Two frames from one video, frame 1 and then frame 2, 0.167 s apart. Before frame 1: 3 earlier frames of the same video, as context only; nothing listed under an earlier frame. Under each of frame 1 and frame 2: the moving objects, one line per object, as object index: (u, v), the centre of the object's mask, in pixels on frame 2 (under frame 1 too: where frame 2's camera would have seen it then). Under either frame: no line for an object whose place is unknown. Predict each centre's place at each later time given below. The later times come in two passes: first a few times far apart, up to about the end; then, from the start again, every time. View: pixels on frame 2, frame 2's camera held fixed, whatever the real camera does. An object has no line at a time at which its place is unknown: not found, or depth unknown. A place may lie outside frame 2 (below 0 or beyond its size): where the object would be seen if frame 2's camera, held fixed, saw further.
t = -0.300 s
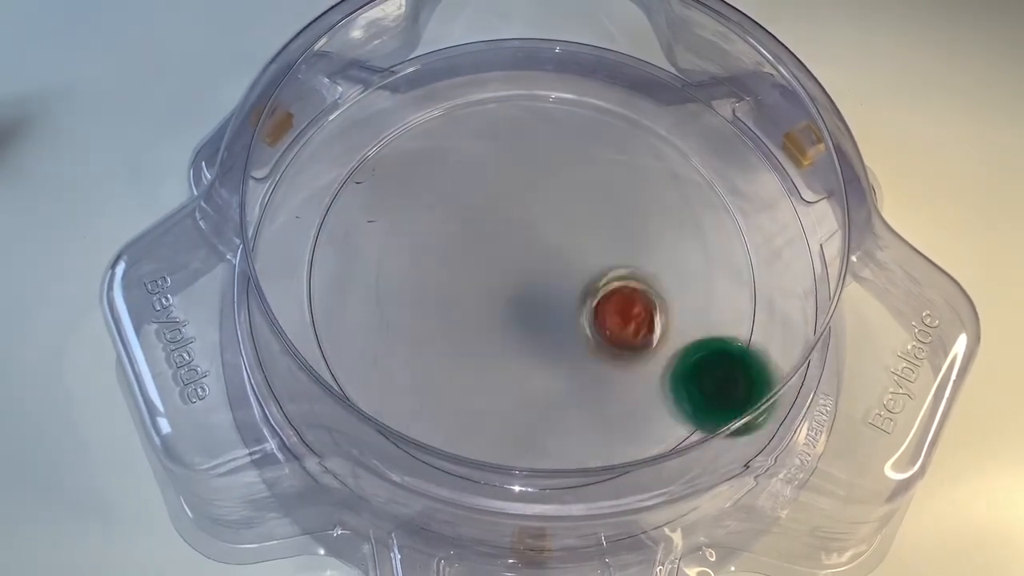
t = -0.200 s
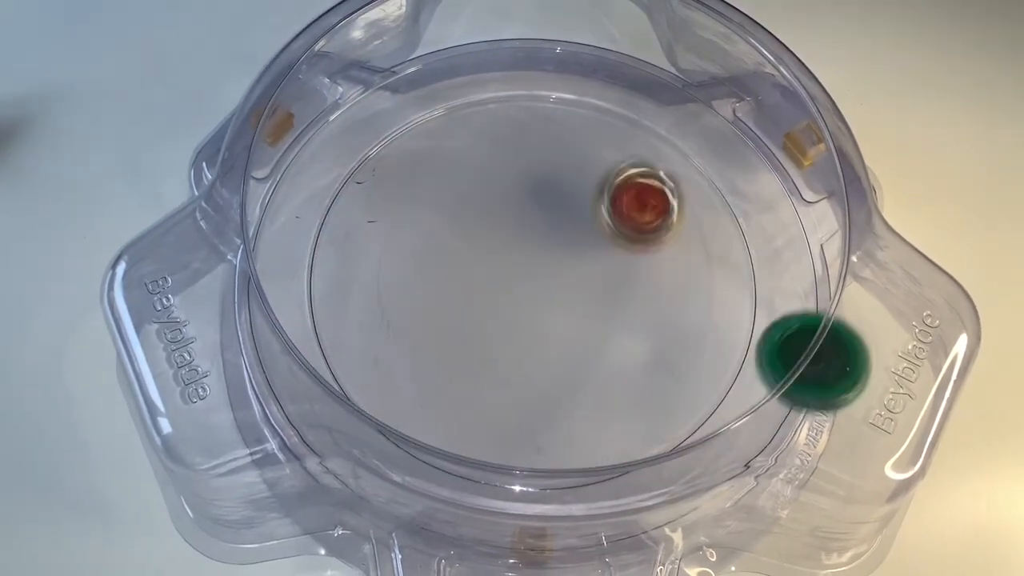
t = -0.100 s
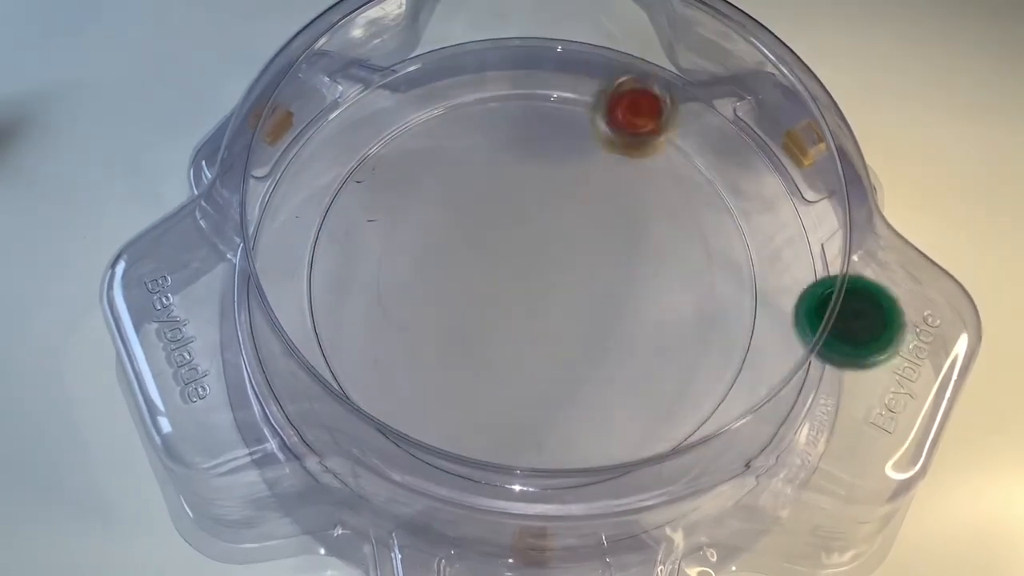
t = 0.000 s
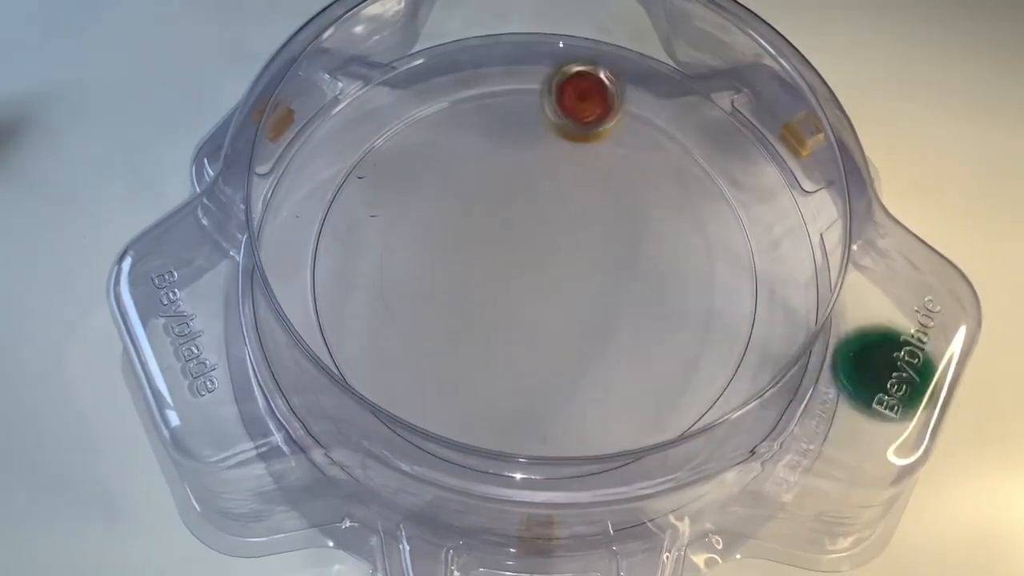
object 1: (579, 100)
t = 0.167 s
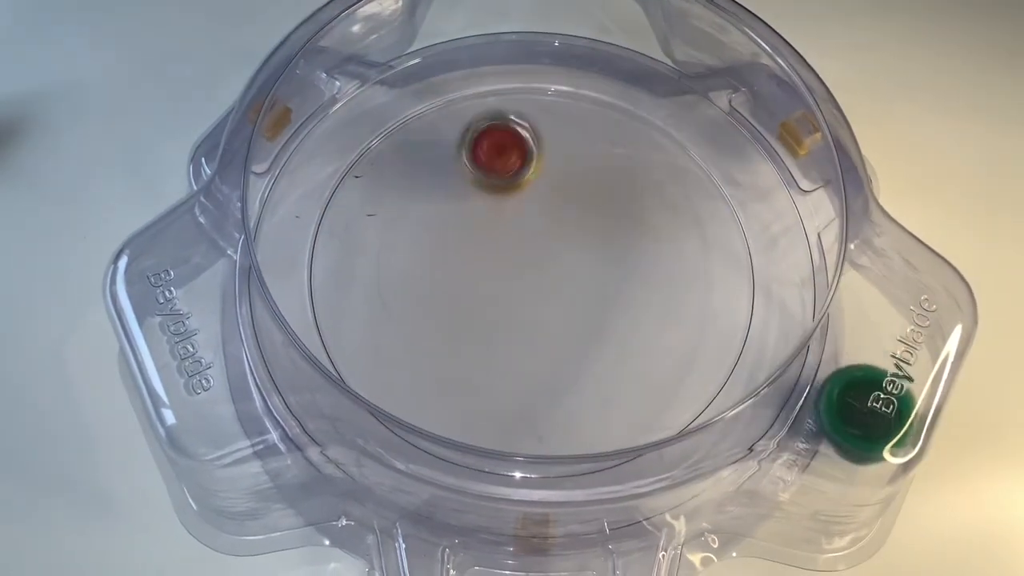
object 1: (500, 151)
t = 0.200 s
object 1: (492, 170)
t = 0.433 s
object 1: (522, 306)
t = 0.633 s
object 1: (616, 349)
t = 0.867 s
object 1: (662, 279)
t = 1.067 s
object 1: (600, 233)
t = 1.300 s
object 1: (492, 261)
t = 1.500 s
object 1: (461, 304)
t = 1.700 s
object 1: (480, 346)
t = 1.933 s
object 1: (522, 298)
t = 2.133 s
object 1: (488, 222)
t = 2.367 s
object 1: (436, 215)
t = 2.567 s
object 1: (496, 252)
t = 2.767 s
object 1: (567, 216)
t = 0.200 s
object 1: (492, 170)
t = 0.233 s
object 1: (488, 190)
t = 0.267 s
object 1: (487, 210)
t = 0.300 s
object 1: (489, 231)
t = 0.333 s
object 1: (493, 250)
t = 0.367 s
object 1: (500, 270)
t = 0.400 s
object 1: (510, 289)
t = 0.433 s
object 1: (522, 306)
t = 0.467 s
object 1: (537, 321)
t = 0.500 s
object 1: (551, 334)
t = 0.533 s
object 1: (568, 343)
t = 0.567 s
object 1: (583, 349)
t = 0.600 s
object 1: (601, 351)
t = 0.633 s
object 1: (616, 349)
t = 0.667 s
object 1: (631, 346)
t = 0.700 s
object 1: (643, 338)
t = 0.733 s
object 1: (652, 329)
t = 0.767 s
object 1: (659, 318)
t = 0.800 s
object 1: (663, 306)
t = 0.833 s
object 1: (664, 292)
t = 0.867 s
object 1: (662, 279)
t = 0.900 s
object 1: (657, 265)
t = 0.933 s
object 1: (651, 253)
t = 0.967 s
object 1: (642, 245)
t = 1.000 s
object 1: (629, 239)
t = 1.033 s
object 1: (613, 235)
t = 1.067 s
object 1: (600, 233)
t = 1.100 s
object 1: (582, 234)
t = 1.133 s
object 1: (565, 235)
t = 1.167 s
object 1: (549, 239)
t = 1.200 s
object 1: (533, 243)
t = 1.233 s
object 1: (517, 248)
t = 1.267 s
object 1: (504, 255)
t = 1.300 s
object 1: (492, 261)
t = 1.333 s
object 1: (481, 268)
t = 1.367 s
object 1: (473, 275)
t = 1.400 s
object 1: (466, 282)
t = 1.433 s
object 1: (463, 289)
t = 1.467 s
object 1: (461, 297)
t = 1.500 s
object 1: (461, 304)
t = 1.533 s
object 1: (461, 312)
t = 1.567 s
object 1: (463, 320)
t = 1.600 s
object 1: (465, 328)
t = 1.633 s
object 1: (468, 335)
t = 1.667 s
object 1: (473, 342)
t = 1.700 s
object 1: (480, 346)
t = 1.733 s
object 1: (488, 348)
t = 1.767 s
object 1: (496, 346)
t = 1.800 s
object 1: (505, 342)
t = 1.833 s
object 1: (512, 334)
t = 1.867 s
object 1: (517, 324)
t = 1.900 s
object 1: (521, 311)
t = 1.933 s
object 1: (522, 298)
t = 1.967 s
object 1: (521, 284)
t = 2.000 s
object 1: (518, 271)
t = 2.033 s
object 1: (512, 257)
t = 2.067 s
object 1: (505, 244)
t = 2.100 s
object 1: (496, 232)
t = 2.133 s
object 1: (488, 222)
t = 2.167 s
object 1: (479, 213)
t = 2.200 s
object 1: (469, 208)
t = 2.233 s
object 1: (460, 204)
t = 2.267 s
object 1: (452, 203)
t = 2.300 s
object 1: (444, 204)
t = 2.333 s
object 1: (438, 208)
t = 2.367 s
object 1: (436, 215)
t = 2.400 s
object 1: (438, 223)
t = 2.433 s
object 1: (444, 231)
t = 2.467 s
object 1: (454, 240)
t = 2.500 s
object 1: (466, 246)
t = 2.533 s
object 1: (481, 251)
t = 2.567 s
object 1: (496, 252)
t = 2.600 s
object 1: (510, 251)
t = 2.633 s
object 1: (525, 247)
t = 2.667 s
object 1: (538, 241)
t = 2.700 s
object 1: (549, 234)
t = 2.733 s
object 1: (559, 225)
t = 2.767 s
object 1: (567, 216)
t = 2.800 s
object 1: (572, 207)
